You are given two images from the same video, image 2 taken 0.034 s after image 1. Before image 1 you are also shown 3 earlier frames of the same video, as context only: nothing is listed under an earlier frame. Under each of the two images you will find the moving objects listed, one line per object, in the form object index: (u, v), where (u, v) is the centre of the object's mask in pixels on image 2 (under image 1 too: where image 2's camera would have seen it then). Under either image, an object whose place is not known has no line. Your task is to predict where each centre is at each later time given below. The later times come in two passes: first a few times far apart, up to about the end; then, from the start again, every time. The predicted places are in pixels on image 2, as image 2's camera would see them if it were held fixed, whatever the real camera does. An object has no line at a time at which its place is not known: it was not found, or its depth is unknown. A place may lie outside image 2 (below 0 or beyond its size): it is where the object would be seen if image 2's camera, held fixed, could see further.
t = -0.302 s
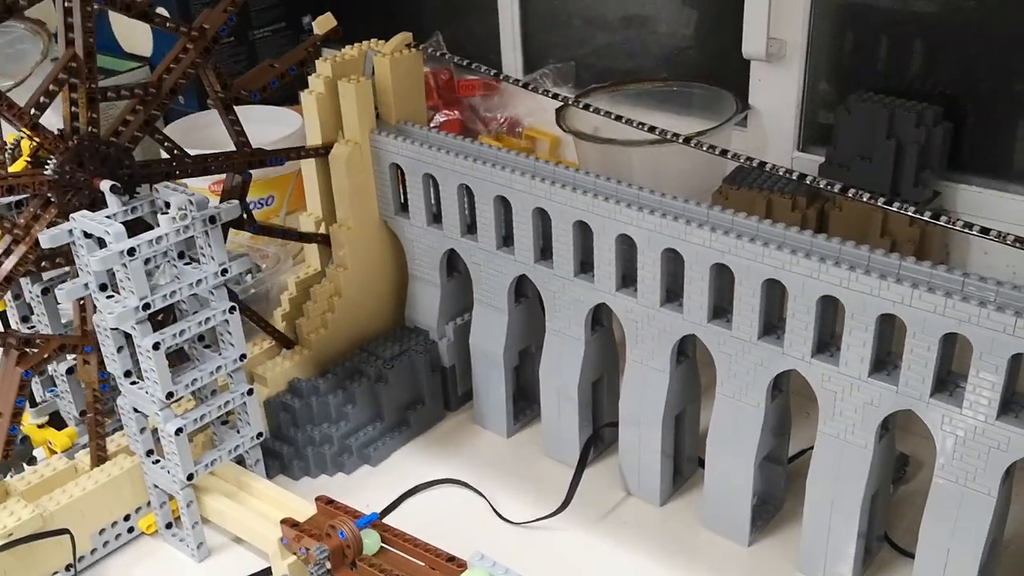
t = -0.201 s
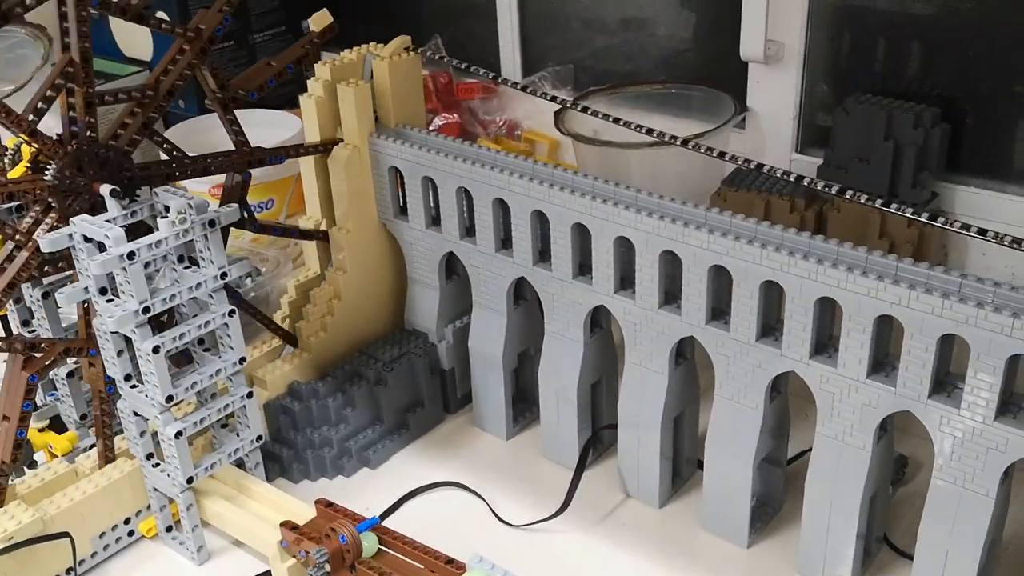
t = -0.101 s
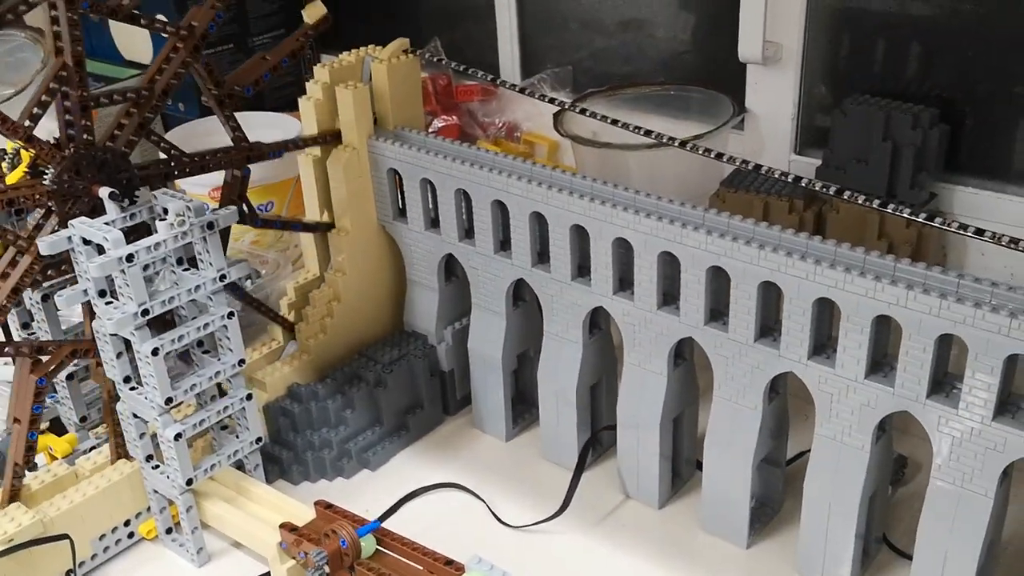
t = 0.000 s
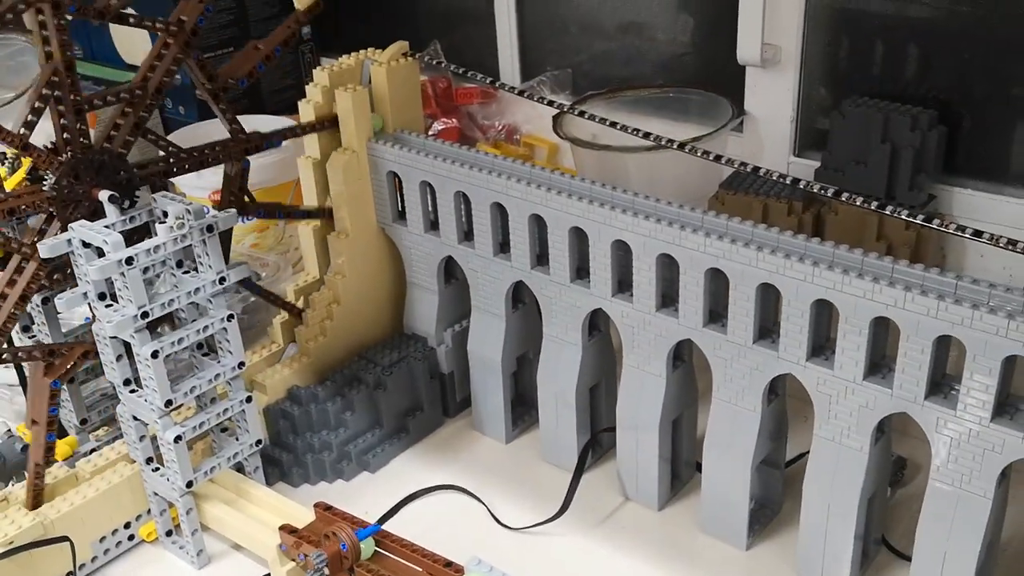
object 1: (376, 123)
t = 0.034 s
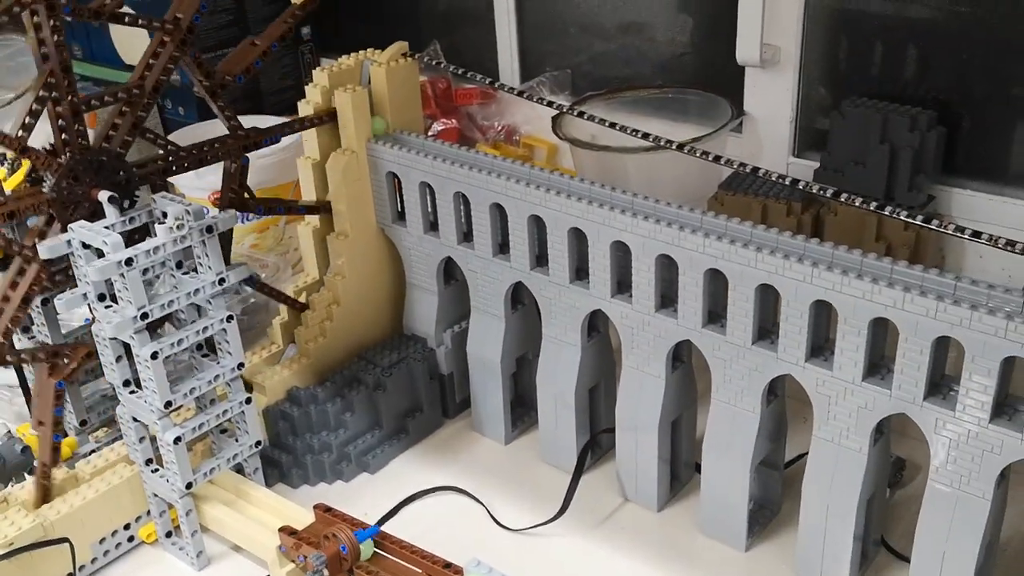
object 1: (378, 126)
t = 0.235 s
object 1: (431, 147)
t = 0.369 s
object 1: (472, 158)
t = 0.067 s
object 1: (384, 131)
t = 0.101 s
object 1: (393, 136)
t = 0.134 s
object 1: (401, 138)
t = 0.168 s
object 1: (410, 142)
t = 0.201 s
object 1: (421, 145)
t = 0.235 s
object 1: (431, 147)
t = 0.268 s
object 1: (441, 150)
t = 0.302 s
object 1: (452, 153)
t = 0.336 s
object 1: (463, 156)
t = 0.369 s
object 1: (472, 158)
